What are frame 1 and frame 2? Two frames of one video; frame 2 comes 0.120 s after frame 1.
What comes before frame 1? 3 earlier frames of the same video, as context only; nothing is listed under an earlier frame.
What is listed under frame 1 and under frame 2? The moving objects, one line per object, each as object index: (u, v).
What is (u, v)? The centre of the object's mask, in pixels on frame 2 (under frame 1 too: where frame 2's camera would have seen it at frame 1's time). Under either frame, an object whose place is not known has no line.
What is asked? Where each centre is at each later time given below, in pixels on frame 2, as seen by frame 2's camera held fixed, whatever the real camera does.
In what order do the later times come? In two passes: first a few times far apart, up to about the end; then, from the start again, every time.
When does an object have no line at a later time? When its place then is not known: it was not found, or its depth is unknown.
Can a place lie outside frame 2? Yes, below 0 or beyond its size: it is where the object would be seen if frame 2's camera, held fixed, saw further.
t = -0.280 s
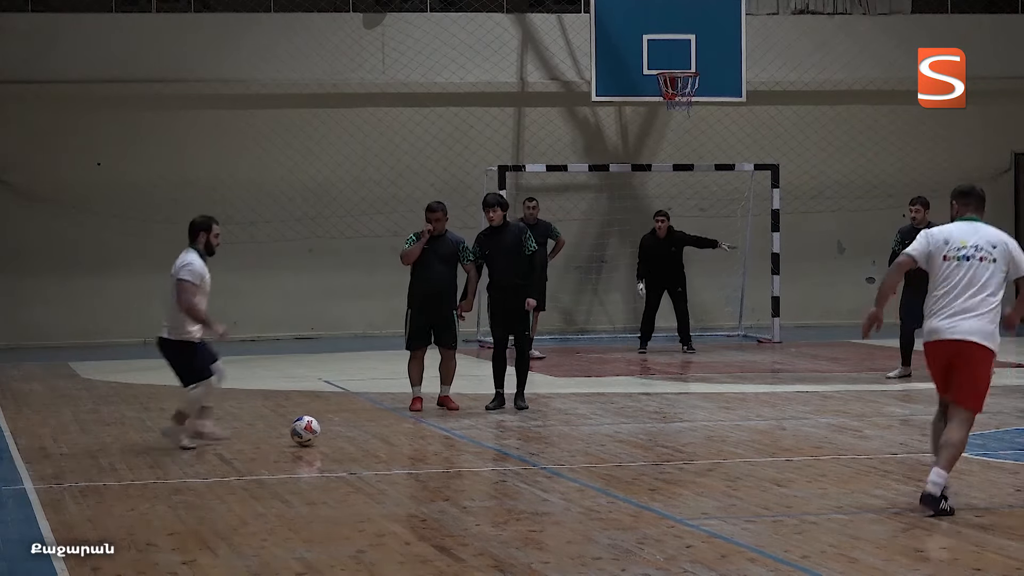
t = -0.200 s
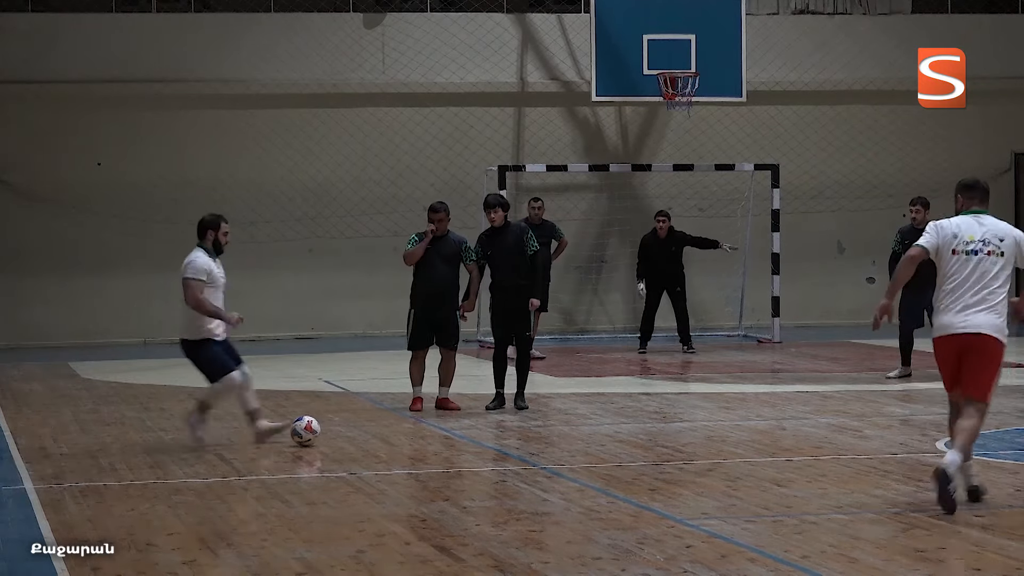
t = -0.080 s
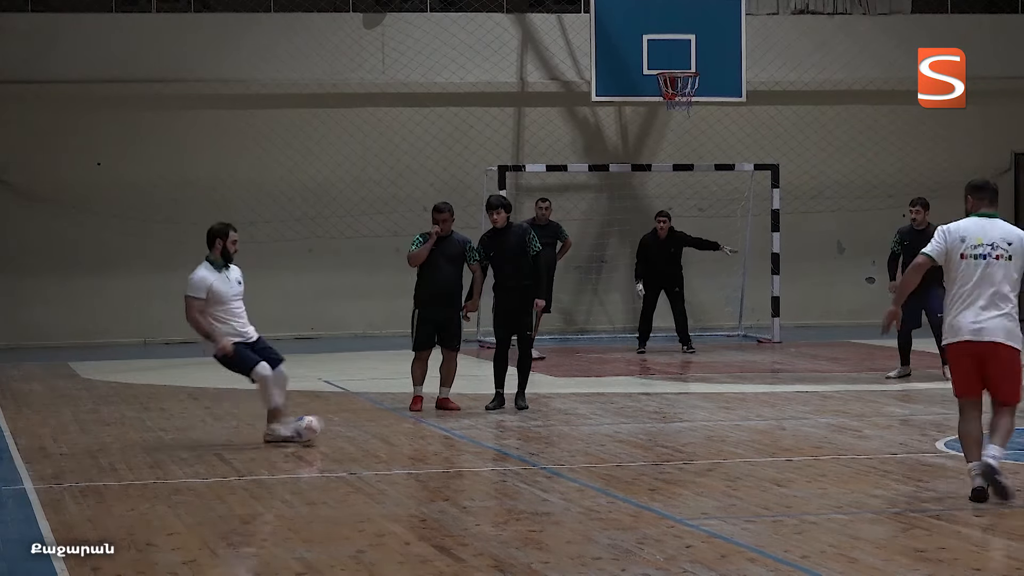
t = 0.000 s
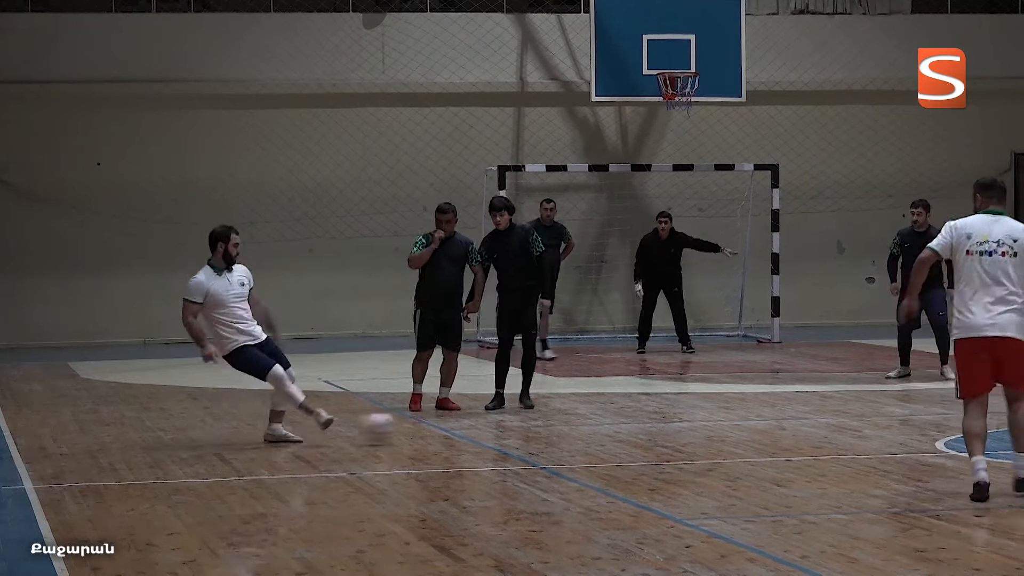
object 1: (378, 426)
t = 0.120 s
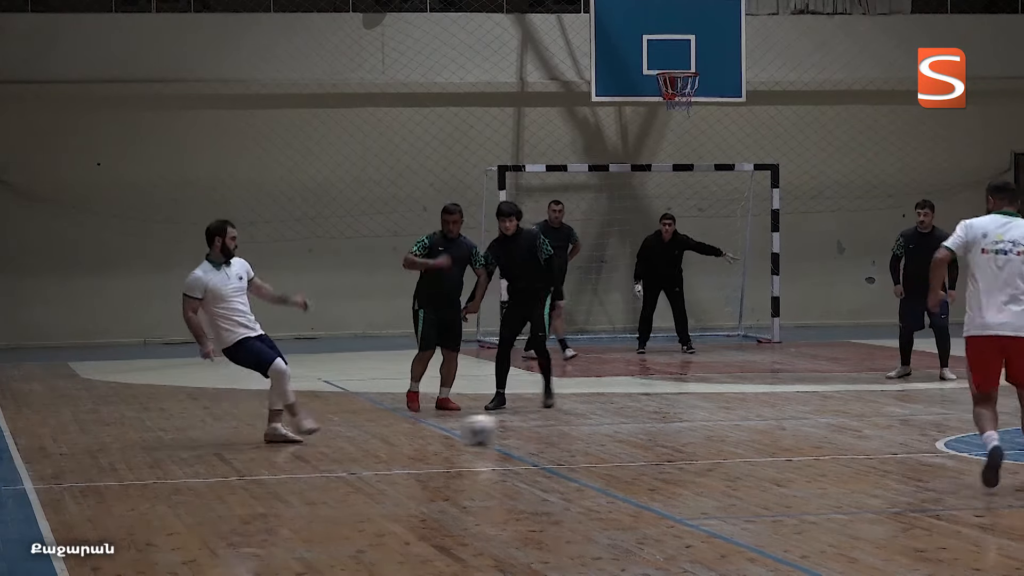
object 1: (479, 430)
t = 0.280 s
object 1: (600, 427)
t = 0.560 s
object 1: (766, 424)
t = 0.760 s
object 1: (871, 423)
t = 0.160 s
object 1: (512, 429)
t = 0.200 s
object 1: (542, 428)
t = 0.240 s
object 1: (571, 427)
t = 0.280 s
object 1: (600, 427)
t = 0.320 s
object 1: (625, 426)
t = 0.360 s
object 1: (649, 426)
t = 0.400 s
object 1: (675, 426)
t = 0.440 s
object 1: (700, 425)
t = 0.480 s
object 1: (721, 425)
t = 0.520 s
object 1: (743, 424)
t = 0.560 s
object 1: (766, 424)
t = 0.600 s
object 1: (786, 424)
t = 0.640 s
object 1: (809, 424)
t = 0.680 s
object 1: (829, 424)
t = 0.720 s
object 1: (850, 422)
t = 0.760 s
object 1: (871, 423)
